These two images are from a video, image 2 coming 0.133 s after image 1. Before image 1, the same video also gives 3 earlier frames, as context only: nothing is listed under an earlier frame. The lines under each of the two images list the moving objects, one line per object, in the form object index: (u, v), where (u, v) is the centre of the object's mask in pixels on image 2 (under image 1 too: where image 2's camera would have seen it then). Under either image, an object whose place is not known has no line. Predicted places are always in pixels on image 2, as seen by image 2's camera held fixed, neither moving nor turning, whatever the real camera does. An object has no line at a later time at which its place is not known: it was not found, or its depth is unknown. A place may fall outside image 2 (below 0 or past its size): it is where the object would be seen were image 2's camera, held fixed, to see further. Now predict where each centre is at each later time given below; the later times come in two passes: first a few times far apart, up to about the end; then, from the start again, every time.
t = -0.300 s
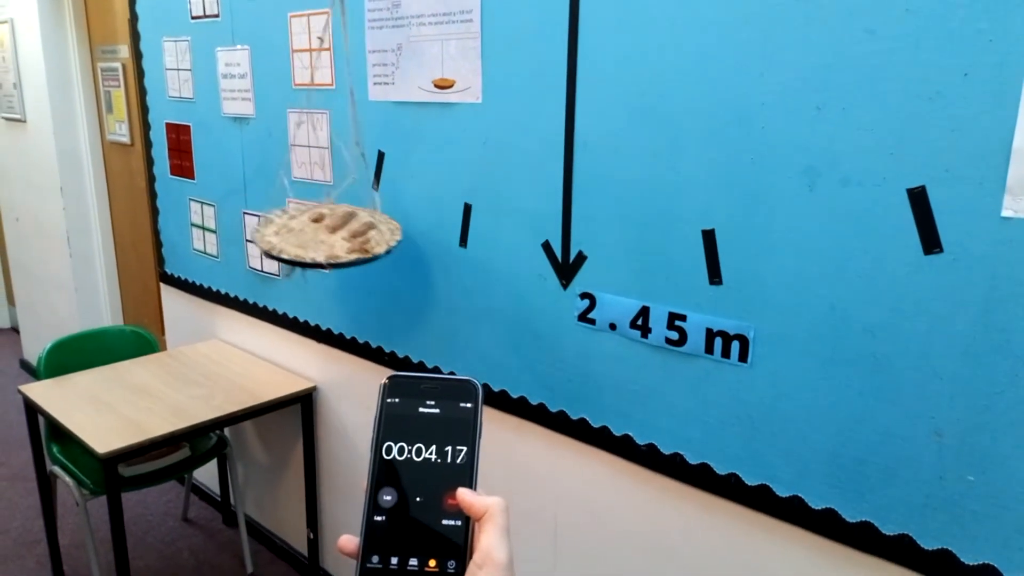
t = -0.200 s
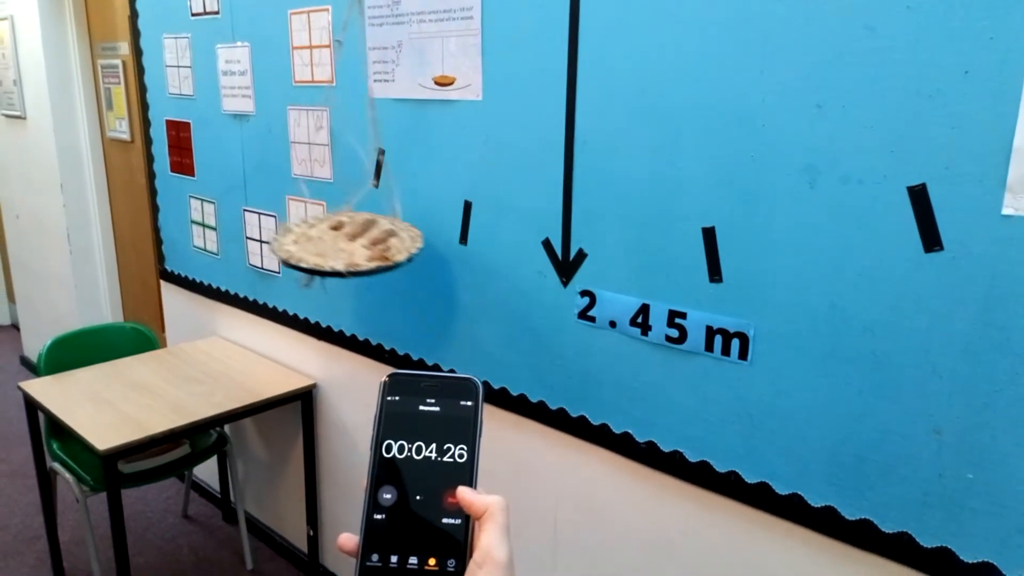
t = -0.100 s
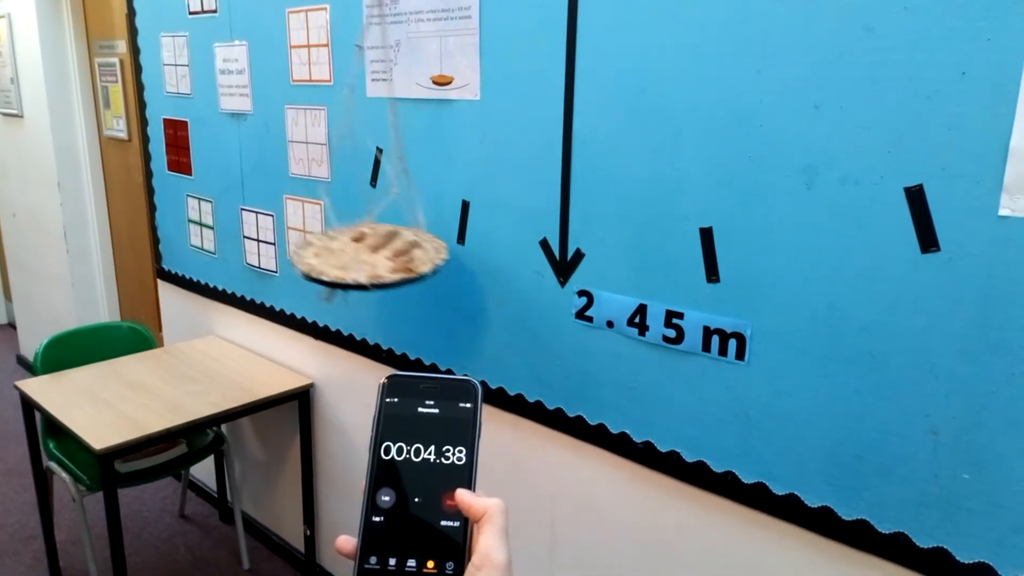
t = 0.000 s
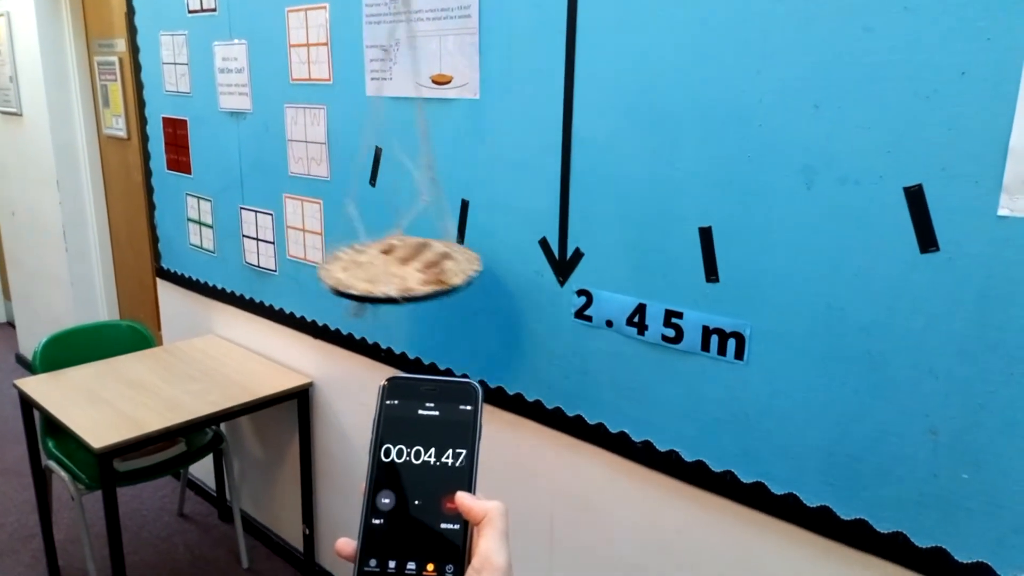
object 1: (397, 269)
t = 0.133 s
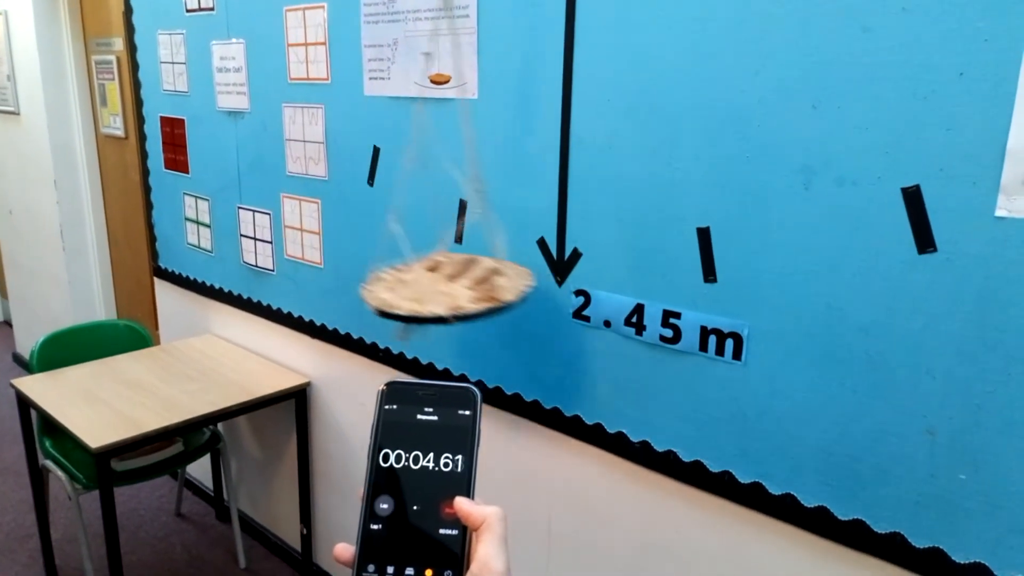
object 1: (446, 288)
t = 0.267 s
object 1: (504, 305)
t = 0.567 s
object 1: (655, 329)
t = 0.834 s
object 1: (756, 335)
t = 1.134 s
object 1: (741, 335)
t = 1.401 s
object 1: (623, 328)
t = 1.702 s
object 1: (475, 301)
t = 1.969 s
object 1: (378, 264)
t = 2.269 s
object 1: (314, 228)
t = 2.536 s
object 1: (299, 217)
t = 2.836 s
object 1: (326, 232)
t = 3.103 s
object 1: (390, 265)
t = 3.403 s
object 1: (504, 303)
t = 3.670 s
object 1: (632, 325)
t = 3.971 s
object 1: (743, 333)
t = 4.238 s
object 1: (736, 333)
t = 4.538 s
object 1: (614, 325)
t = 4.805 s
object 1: (488, 302)
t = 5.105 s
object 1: (379, 263)
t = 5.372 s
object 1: (322, 233)
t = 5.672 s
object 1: (303, 218)
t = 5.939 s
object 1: (325, 231)
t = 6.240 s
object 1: (394, 265)
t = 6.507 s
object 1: (492, 299)
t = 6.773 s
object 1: (614, 322)
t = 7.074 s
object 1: (727, 329)
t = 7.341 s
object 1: (732, 330)
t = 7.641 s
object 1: (624, 325)
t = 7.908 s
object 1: (500, 306)
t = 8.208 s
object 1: (391, 268)
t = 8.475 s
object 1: (331, 237)
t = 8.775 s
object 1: (307, 220)
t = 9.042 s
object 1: (325, 230)
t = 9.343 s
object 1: (389, 261)
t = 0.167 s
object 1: (460, 293)
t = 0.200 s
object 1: (474, 297)
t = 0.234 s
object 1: (489, 301)
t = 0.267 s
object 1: (504, 305)
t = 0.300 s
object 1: (520, 309)
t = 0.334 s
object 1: (536, 312)
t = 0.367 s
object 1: (553, 315)
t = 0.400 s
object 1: (570, 318)
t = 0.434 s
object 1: (587, 321)
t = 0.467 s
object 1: (604, 323)
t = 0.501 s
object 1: (621, 326)
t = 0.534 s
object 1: (639, 328)
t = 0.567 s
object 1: (655, 329)
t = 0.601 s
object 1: (671, 330)
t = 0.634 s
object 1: (687, 331)
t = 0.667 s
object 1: (702, 332)
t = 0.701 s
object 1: (716, 333)
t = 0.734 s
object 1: (728, 333)
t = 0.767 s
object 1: (739, 334)
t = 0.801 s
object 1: (748, 334)
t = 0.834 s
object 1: (756, 335)
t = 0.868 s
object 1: (762, 335)
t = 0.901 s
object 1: (767, 335)
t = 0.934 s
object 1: (769, 335)
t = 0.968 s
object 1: (769, 335)
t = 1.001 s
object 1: (767, 336)
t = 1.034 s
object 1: (764, 336)
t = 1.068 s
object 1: (758, 336)
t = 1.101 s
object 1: (750, 335)
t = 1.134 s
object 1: (741, 335)
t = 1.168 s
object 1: (730, 335)
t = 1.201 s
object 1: (717, 335)
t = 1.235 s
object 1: (703, 334)
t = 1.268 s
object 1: (689, 333)
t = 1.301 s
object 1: (674, 332)
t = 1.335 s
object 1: (658, 331)
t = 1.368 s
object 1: (641, 330)
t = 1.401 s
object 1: (623, 328)
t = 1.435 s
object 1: (606, 326)
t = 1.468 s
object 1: (589, 324)
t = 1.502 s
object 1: (572, 322)
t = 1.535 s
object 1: (554, 319)
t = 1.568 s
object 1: (538, 316)
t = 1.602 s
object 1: (521, 313)
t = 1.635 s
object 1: (504, 309)
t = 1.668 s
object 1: (490, 305)
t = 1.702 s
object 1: (475, 301)
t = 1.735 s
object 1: (460, 296)
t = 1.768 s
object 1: (447, 292)
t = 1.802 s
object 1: (434, 287)
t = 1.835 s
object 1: (421, 283)
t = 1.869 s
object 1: (409, 278)
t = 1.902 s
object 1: (398, 273)
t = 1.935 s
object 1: (388, 269)
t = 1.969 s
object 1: (378, 264)
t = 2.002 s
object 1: (368, 259)
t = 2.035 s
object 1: (359, 255)
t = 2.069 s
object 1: (351, 251)
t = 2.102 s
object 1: (343, 247)
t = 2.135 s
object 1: (337, 242)
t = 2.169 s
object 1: (330, 239)
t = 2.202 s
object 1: (324, 235)
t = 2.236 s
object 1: (319, 232)
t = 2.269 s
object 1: (314, 228)
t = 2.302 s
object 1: (310, 226)
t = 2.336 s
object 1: (307, 223)
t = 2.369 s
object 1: (304, 221)
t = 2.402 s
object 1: (302, 220)
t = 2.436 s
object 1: (300, 218)
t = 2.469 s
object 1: (300, 217)
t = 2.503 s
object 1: (299, 216)
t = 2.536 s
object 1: (299, 217)
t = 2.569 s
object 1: (300, 217)
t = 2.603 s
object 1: (301, 217)
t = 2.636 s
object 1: (302, 218)
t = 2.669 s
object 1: (305, 220)
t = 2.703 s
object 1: (308, 222)
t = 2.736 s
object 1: (311, 223)
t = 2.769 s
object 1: (315, 226)
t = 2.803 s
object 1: (320, 229)
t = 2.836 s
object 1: (326, 232)
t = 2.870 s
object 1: (332, 236)
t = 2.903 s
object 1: (339, 239)
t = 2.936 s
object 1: (345, 243)
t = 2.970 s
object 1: (354, 247)
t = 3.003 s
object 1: (362, 251)
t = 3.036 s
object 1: (371, 255)
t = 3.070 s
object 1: (380, 260)
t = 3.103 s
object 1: (390, 265)
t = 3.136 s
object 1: (400, 269)
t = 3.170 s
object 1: (412, 273)
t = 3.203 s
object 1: (423, 277)
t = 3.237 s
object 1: (435, 282)
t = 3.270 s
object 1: (448, 287)
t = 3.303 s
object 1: (461, 291)
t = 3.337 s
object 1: (476, 296)
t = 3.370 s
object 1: (489, 299)
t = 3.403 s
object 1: (504, 303)
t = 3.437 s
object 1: (519, 307)
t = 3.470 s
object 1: (535, 310)
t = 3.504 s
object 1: (551, 313)
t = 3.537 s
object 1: (567, 317)
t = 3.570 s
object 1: (584, 319)
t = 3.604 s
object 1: (599, 321)
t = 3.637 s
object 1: (616, 323)
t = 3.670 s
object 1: (632, 325)
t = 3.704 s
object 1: (649, 327)
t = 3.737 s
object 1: (664, 329)
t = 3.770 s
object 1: (678, 330)
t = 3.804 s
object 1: (692, 330)
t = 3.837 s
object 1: (704, 331)
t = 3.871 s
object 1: (716, 331)
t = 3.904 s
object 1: (727, 332)
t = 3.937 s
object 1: (736, 332)
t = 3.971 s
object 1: (743, 333)
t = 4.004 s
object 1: (749, 333)
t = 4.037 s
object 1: (753, 333)
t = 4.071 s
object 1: (754, 333)
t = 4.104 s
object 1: (754, 334)
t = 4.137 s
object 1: (752, 333)
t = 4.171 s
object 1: (749, 333)
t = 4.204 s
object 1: (743, 334)
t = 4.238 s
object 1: (736, 333)
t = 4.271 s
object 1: (725, 333)
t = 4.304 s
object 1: (715, 332)
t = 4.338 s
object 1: (703, 331)
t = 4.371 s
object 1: (690, 331)
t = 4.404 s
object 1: (677, 330)
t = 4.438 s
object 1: (662, 329)
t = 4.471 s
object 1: (648, 328)
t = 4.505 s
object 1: (631, 327)
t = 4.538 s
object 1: (614, 325)
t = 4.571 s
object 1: (598, 323)
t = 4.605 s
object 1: (581, 321)
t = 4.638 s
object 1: (566, 319)
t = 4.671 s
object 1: (549, 316)
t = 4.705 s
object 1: (533, 313)
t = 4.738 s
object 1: (517, 310)
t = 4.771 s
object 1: (502, 306)
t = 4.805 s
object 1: (488, 302)
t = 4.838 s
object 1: (473, 299)
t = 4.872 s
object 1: (459, 294)
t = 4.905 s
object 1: (445, 290)
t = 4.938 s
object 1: (433, 285)
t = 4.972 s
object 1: (421, 281)
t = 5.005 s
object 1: (409, 276)
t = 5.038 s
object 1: (399, 272)
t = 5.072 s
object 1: (389, 268)
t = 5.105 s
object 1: (379, 263)
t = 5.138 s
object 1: (370, 259)
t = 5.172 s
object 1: (361, 254)
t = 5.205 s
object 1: (353, 250)
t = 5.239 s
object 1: (345, 246)
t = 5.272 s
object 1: (339, 243)
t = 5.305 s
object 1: (333, 239)
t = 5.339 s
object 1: (327, 235)
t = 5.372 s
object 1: (322, 233)
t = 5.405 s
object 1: (318, 229)
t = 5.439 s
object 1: (314, 227)
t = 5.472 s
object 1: (310, 224)
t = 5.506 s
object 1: (308, 222)
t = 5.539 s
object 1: (306, 221)
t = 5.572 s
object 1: (304, 219)
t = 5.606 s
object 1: (303, 219)
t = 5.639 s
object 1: (303, 218)
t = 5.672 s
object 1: (303, 218)
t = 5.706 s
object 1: (304, 219)
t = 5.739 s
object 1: (305, 219)
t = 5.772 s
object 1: (307, 220)
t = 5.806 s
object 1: (310, 222)
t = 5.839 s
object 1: (313, 223)
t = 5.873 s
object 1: (316, 226)
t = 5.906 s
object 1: (320, 227)
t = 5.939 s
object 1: (325, 231)
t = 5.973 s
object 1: (331, 233)
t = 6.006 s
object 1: (337, 237)
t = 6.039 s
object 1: (343, 240)
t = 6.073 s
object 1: (350, 244)
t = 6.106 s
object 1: (358, 248)
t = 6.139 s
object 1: (366, 252)
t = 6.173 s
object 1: (375, 256)
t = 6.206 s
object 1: (385, 261)
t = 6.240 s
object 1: (394, 265)
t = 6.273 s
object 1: (404, 269)
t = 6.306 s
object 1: (414, 273)
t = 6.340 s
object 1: (426, 277)
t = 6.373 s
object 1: (438, 281)
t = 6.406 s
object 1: (451, 286)
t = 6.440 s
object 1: (464, 290)
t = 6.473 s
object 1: (477, 295)
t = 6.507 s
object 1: (492, 299)
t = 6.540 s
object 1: (506, 303)
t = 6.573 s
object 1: (521, 306)
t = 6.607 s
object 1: (536, 310)
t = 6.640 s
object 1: (552, 313)
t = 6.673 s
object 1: (567, 315)
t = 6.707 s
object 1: (584, 318)
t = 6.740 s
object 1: (599, 320)
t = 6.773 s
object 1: (614, 322)
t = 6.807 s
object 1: (630, 323)
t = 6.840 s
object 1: (646, 326)
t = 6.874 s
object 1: (660, 326)
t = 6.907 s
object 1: (673, 327)
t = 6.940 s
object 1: (686, 327)
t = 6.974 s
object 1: (698, 327)
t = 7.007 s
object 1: (708, 328)
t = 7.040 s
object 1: (718, 328)
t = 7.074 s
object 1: (727, 329)
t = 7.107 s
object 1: (734, 329)
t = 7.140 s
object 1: (739, 329)
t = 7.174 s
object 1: (743, 329)
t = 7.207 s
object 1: (744, 330)
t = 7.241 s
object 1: (744, 330)
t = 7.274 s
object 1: (743, 330)
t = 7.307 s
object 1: (738, 330)
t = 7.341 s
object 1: (732, 330)
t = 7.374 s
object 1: (725, 330)
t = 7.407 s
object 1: (716, 330)
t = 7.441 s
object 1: (706, 329)
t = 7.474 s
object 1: (695, 329)
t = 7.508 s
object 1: (683, 329)
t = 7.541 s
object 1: (669, 328)
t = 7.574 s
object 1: (655, 328)
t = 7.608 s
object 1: (640, 326)
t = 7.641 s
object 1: (624, 325)
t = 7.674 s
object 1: (609, 323)
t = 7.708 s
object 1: (593, 322)
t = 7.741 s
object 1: (577, 320)
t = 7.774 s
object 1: (561, 318)
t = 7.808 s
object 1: (546, 315)
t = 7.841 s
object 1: (530, 312)
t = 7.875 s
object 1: (514, 308)
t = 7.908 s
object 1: (500, 306)
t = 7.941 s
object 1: (487, 302)
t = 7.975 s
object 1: (472, 298)
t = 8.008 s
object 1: (459, 294)
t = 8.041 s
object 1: (446, 290)
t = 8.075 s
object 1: (434, 285)
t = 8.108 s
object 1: (422, 281)
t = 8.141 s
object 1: (411, 277)
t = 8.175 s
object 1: (400, 272)
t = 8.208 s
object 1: (391, 268)
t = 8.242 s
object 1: (381, 264)
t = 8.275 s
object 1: (372, 259)
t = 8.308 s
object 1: (363, 255)
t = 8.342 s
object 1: (356, 251)
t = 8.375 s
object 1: (348, 247)
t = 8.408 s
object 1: (341, 244)
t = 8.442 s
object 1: (336, 240)
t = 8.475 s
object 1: (331, 237)
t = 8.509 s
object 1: (326, 234)
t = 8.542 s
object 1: (322, 231)
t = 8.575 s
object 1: (318, 229)
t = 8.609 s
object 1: (314, 226)
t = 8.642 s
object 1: (311, 225)
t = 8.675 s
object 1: (309, 223)
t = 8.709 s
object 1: (308, 222)
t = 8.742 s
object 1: (307, 221)
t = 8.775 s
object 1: (307, 220)
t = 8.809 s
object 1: (307, 220)
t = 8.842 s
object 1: (308, 221)
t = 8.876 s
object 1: (309, 221)
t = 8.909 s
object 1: (311, 222)
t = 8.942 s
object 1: (314, 224)
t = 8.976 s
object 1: (317, 226)
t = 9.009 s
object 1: (321, 228)
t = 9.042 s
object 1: (325, 230)
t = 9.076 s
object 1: (330, 233)
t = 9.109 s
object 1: (335, 236)
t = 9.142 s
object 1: (342, 239)
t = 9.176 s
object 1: (348, 242)
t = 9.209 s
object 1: (354, 245)
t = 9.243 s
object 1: (362, 249)
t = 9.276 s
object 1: (370, 253)
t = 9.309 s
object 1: (379, 257)
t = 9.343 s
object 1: (389, 261)
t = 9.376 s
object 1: (398, 265)
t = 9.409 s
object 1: (409, 270)
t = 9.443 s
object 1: (419, 274)
